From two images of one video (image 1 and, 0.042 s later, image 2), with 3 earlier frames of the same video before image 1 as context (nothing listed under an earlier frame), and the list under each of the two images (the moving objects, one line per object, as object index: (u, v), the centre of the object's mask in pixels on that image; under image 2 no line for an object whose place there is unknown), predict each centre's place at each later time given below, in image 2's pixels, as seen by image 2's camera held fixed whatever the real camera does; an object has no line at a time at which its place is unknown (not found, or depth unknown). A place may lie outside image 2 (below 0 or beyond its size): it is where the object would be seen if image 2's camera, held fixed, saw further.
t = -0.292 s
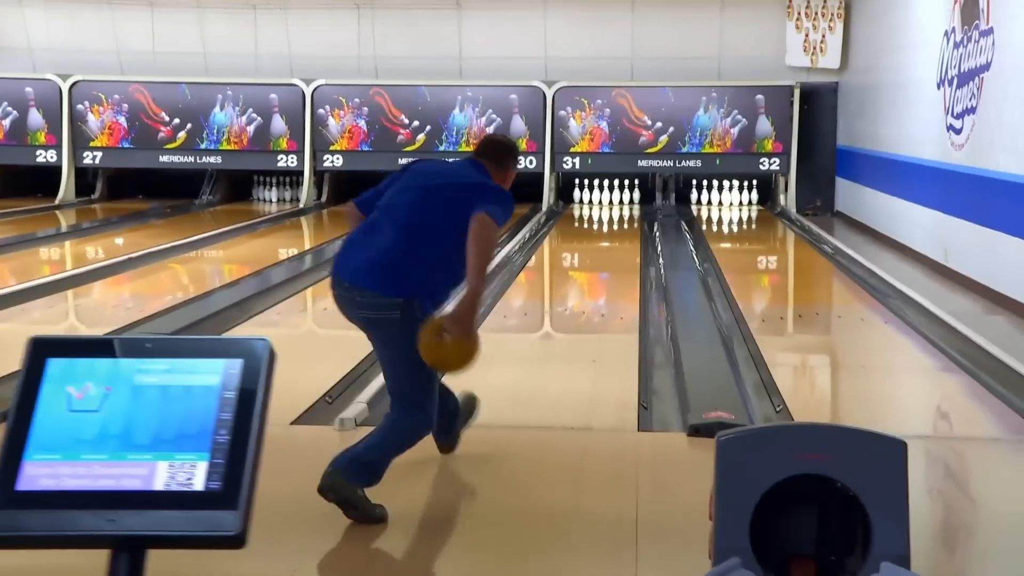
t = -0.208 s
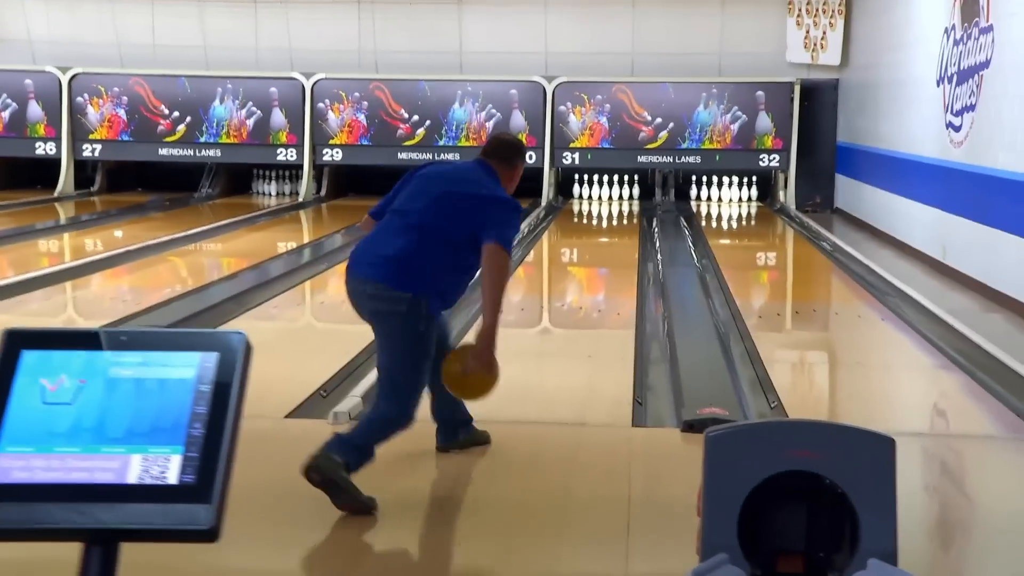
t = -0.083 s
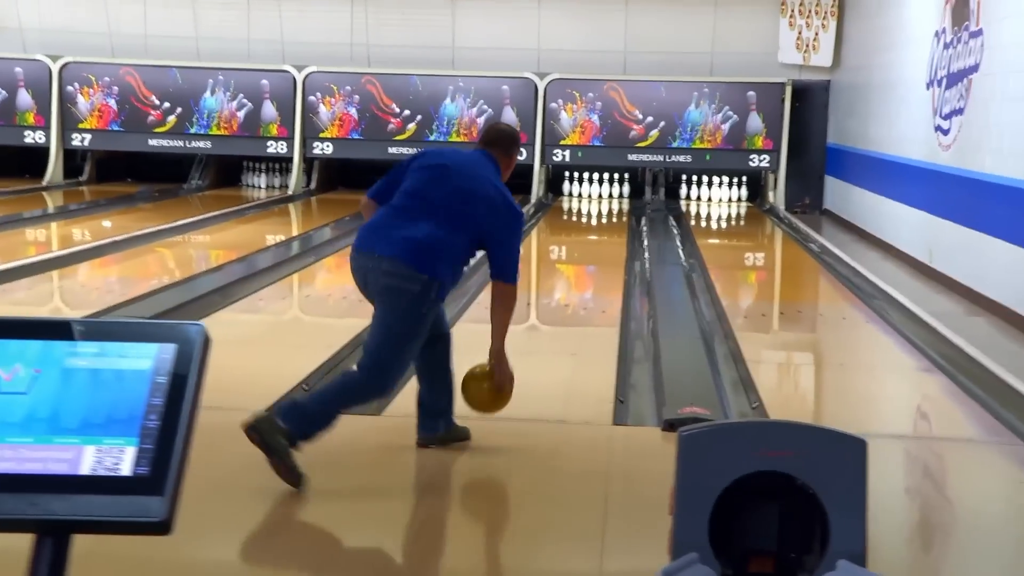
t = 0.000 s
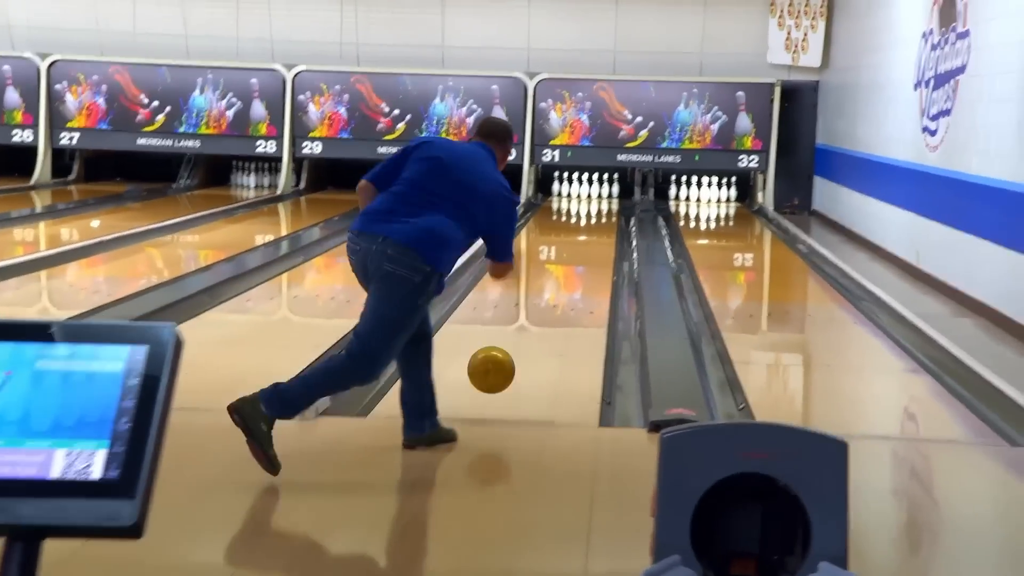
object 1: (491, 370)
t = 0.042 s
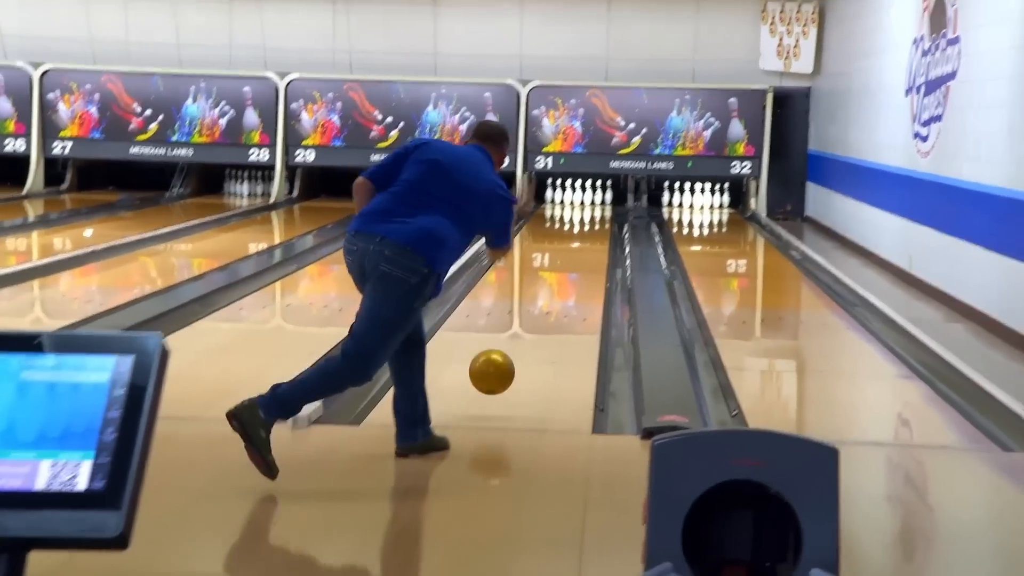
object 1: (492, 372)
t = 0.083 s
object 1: (500, 370)
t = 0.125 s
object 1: (507, 371)
